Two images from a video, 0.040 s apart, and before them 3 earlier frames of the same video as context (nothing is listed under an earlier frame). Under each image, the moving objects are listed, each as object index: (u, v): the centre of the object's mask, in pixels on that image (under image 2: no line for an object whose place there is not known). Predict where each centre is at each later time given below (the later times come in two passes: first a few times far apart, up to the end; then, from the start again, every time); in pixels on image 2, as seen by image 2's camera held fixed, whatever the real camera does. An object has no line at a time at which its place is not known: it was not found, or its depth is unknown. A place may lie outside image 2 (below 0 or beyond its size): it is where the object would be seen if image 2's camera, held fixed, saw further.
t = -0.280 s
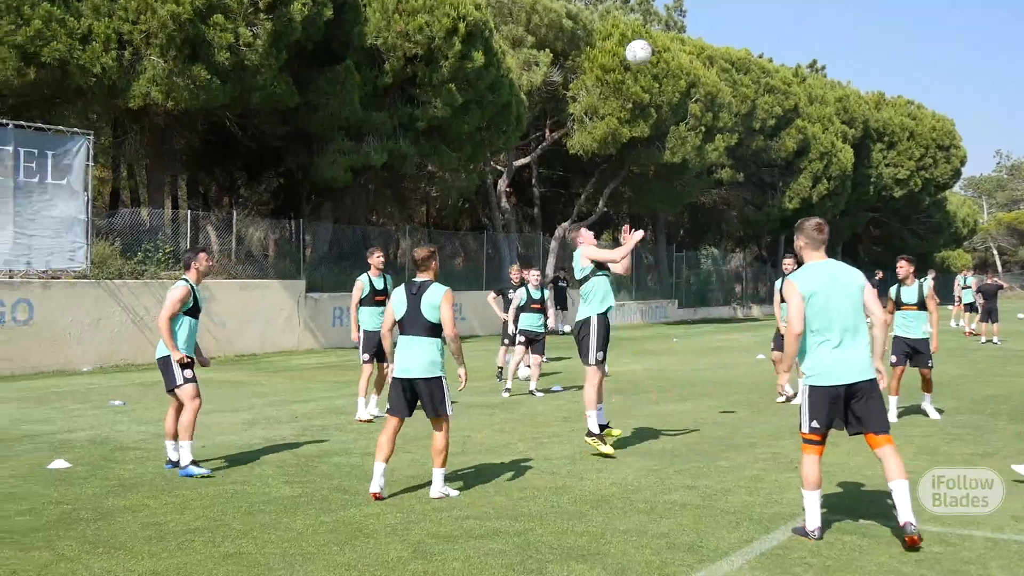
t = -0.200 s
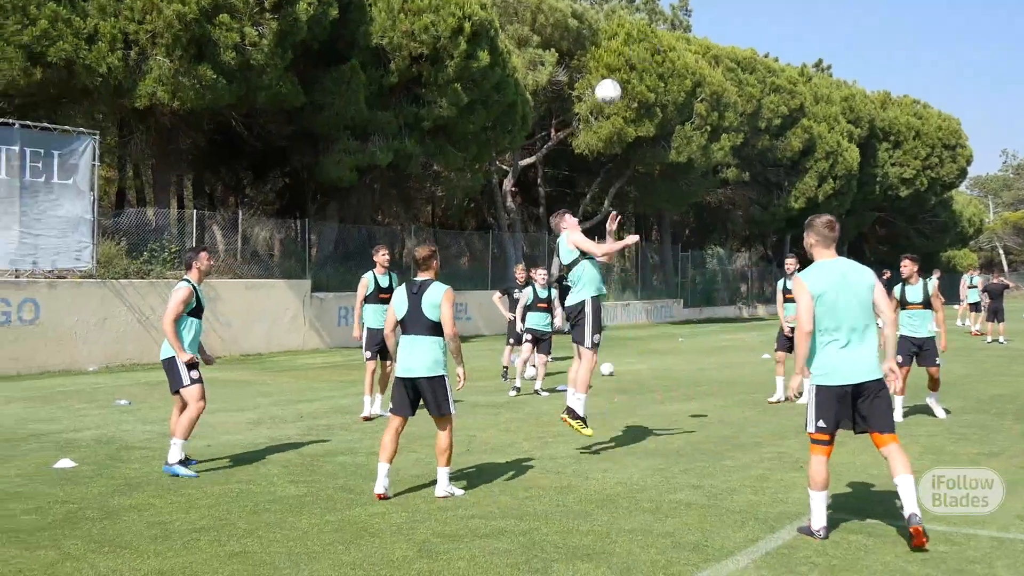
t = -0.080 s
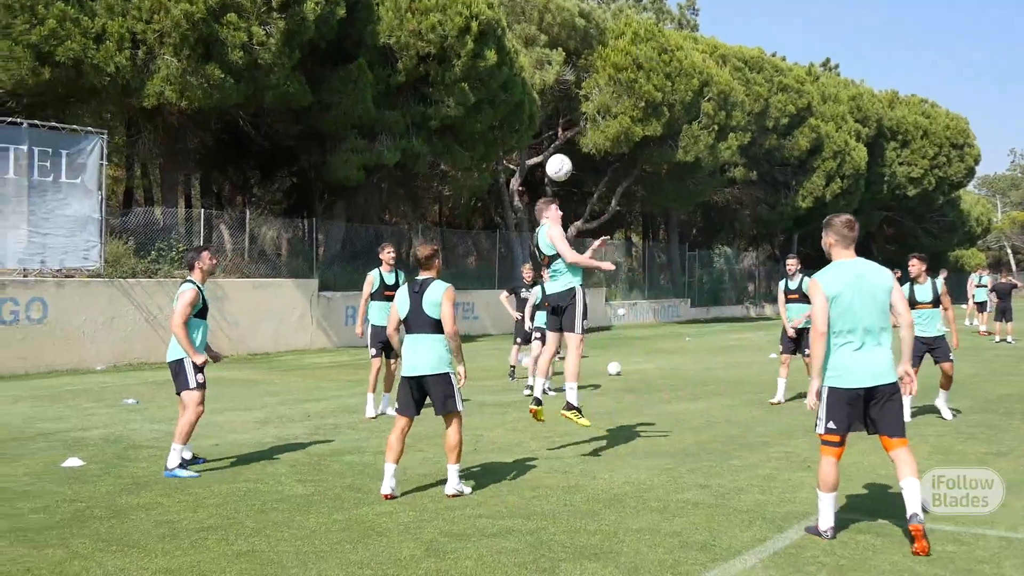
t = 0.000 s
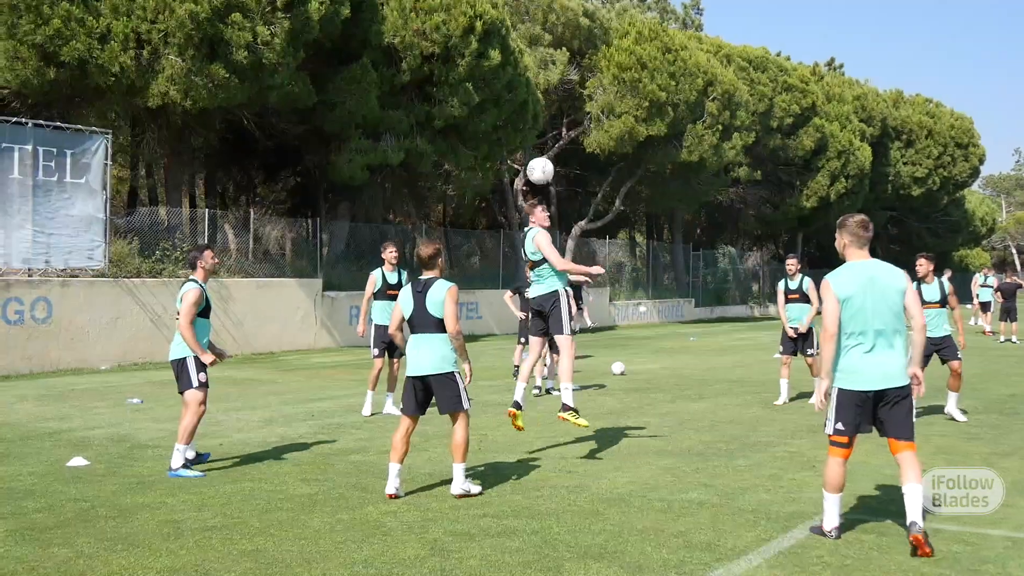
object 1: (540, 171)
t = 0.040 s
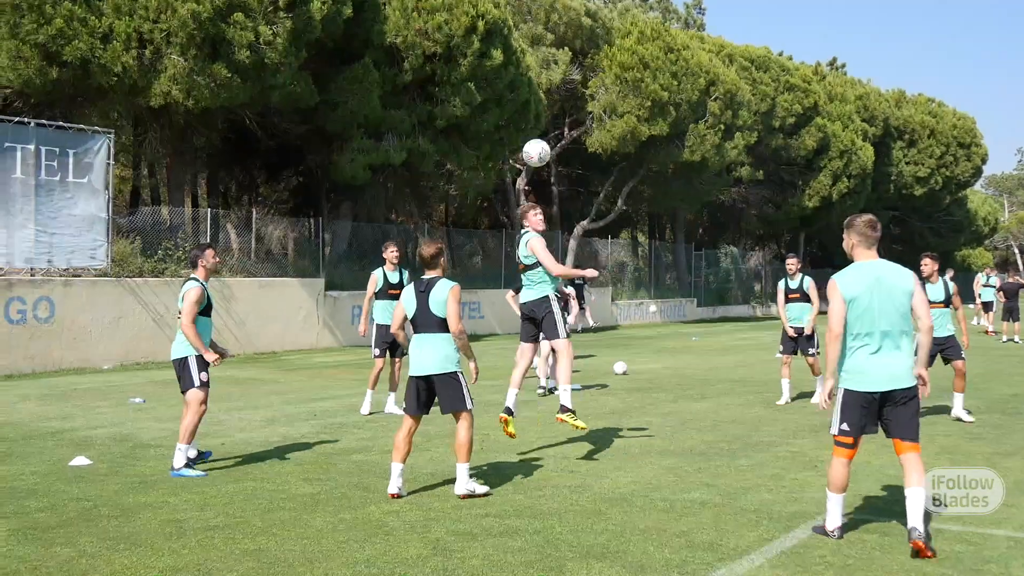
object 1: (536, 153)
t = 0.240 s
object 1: (503, 84)
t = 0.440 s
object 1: (462, 61)
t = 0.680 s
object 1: (394, 125)
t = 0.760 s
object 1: (366, 180)
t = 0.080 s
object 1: (530, 136)
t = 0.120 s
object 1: (524, 121)
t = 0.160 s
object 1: (517, 107)
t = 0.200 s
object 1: (510, 95)
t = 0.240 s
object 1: (503, 84)
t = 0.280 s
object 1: (496, 75)
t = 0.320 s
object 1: (488, 69)
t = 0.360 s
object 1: (480, 64)
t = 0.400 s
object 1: (471, 61)
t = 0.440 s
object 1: (462, 61)
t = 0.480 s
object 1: (452, 63)
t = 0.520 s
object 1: (442, 69)
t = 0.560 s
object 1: (432, 77)
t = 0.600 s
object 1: (420, 88)
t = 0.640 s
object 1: (408, 104)
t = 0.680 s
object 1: (394, 125)
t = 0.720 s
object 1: (381, 150)
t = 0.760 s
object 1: (366, 180)
